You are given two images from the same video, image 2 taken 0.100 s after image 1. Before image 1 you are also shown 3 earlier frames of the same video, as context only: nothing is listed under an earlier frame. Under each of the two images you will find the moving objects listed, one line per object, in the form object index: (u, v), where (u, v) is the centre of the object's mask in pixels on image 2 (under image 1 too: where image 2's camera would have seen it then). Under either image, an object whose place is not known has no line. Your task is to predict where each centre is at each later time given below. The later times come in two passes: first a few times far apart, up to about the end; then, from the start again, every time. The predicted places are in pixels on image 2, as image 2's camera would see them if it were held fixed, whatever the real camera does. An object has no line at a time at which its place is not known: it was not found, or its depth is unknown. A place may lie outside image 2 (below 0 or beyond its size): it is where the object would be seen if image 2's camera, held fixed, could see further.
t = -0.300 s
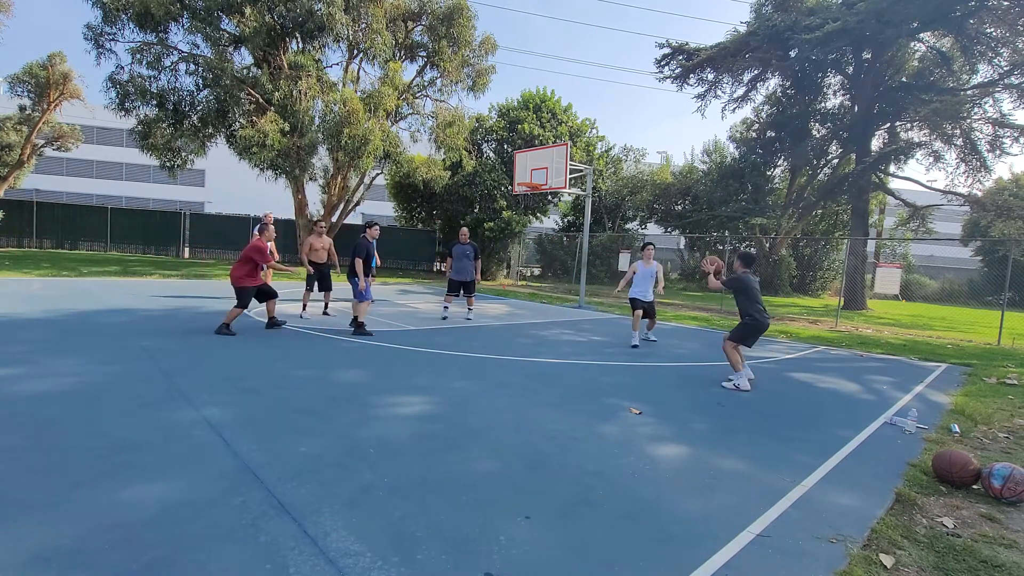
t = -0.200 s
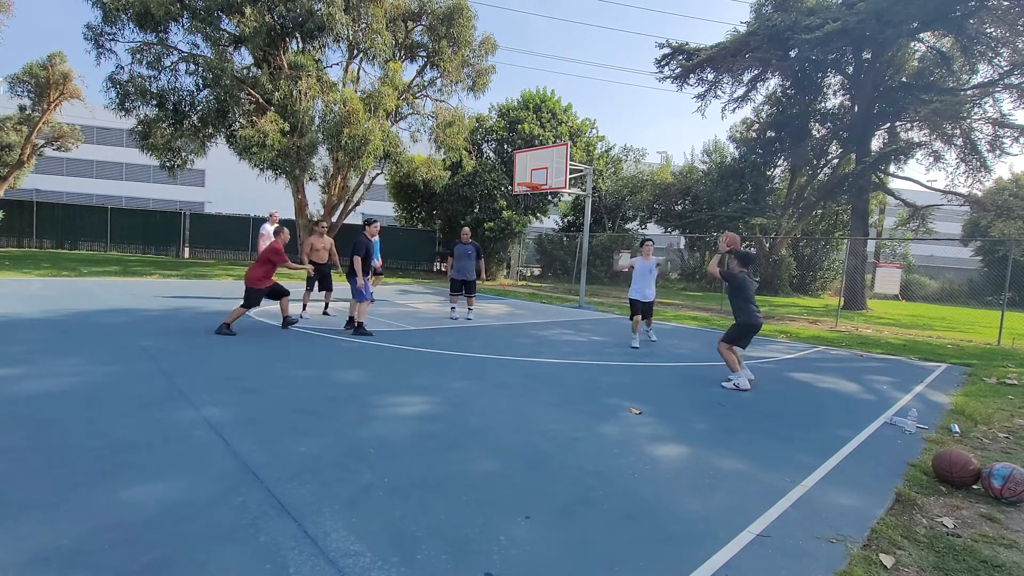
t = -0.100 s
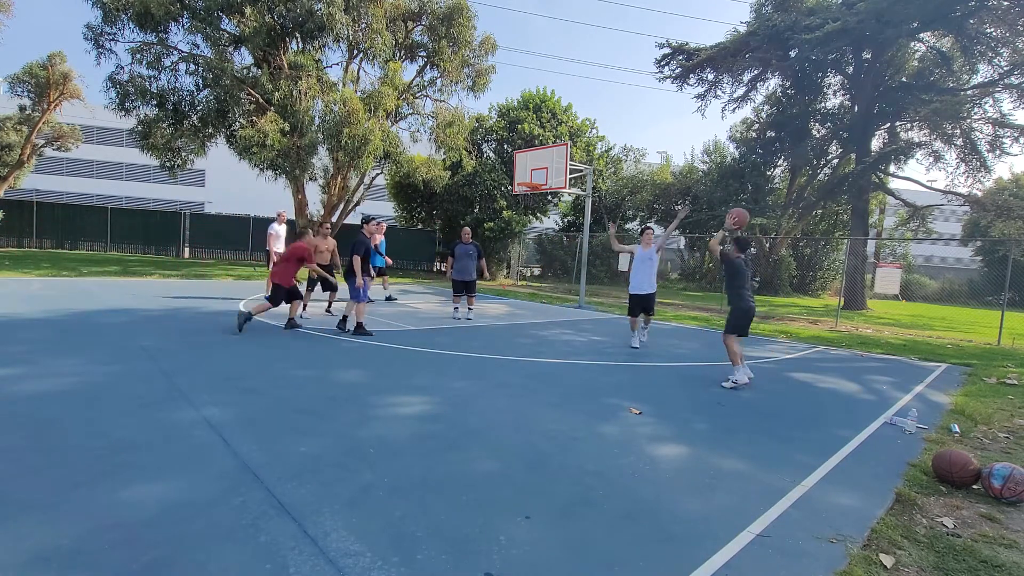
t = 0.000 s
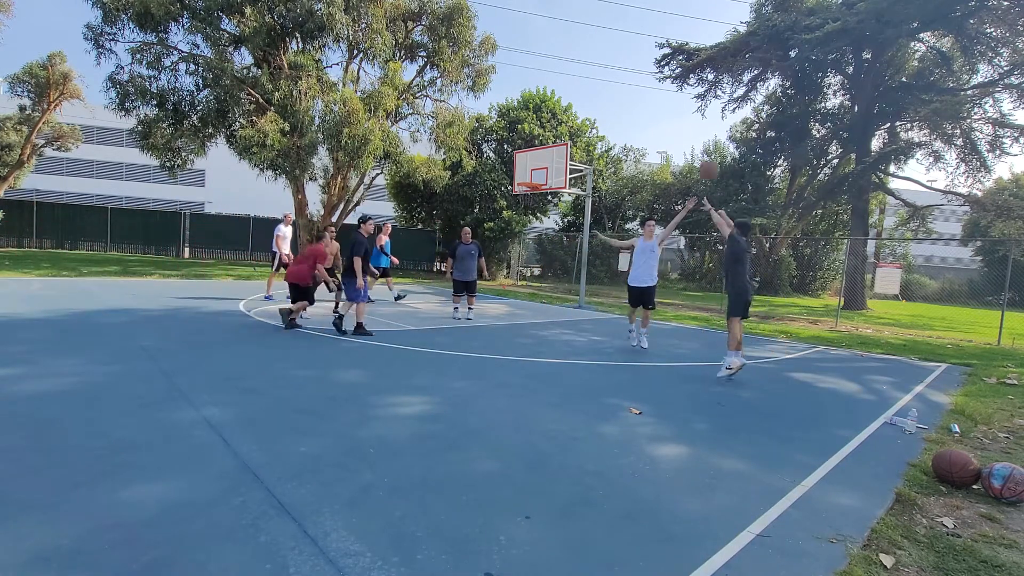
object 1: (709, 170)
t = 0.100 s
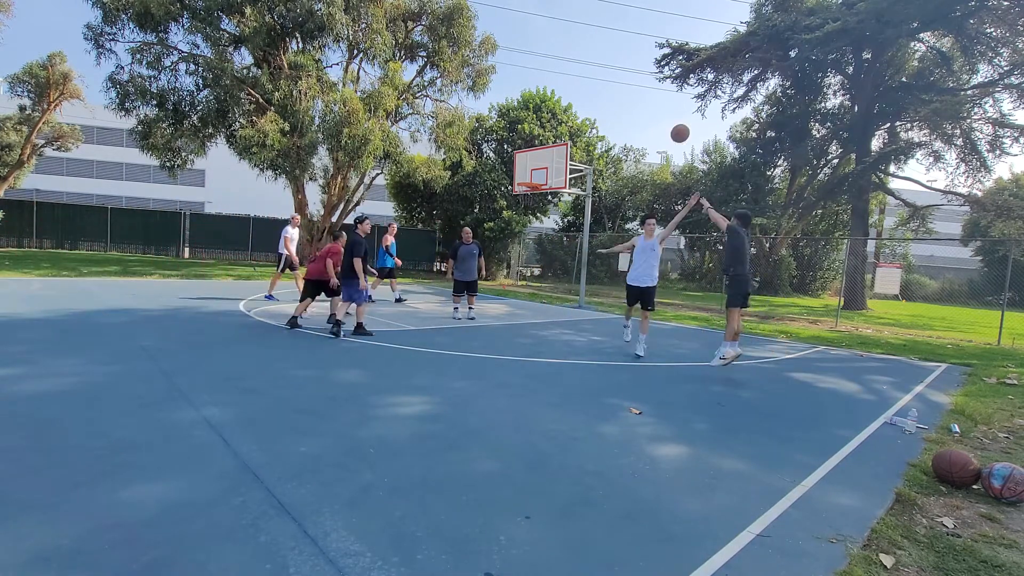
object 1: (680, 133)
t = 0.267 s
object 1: (640, 100)
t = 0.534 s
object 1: (592, 92)
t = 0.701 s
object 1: (568, 107)
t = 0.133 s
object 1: (671, 124)
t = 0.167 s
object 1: (663, 116)
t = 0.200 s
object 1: (655, 110)
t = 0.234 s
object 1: (647, 104)
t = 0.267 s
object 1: (640, 100)
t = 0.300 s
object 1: (633, 96)
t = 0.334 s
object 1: (627, 93)
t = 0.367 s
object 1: (621, 91)
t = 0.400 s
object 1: (614, 90)
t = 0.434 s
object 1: (609, 90)
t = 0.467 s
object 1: (603, 90)
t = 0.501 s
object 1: (598, 91)
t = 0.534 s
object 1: (592, 92)
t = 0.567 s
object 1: (587, 94)
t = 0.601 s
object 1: (582, 97)
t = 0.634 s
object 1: (577, 100)
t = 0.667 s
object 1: (572, 103)
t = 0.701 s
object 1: (568, 107)
